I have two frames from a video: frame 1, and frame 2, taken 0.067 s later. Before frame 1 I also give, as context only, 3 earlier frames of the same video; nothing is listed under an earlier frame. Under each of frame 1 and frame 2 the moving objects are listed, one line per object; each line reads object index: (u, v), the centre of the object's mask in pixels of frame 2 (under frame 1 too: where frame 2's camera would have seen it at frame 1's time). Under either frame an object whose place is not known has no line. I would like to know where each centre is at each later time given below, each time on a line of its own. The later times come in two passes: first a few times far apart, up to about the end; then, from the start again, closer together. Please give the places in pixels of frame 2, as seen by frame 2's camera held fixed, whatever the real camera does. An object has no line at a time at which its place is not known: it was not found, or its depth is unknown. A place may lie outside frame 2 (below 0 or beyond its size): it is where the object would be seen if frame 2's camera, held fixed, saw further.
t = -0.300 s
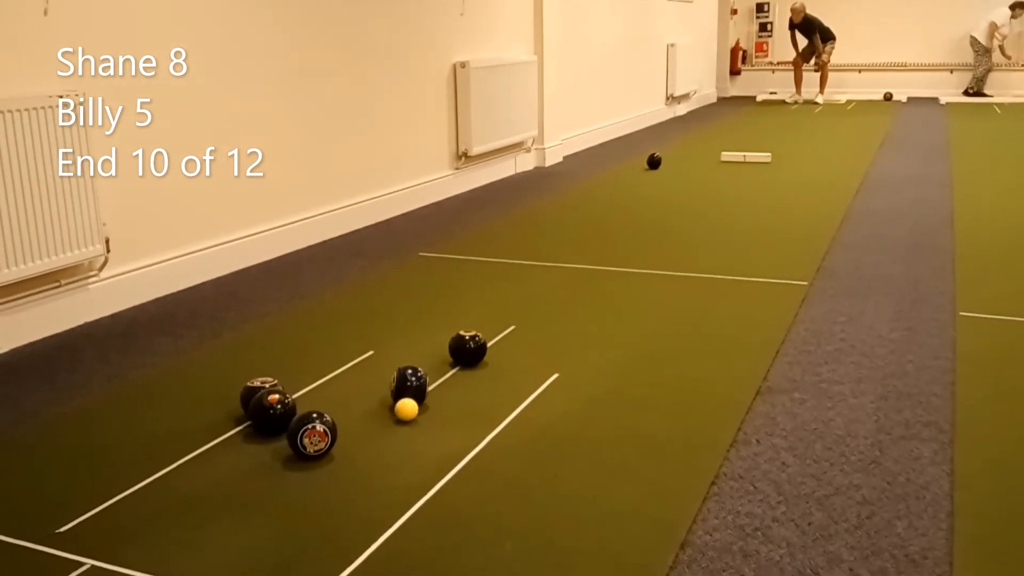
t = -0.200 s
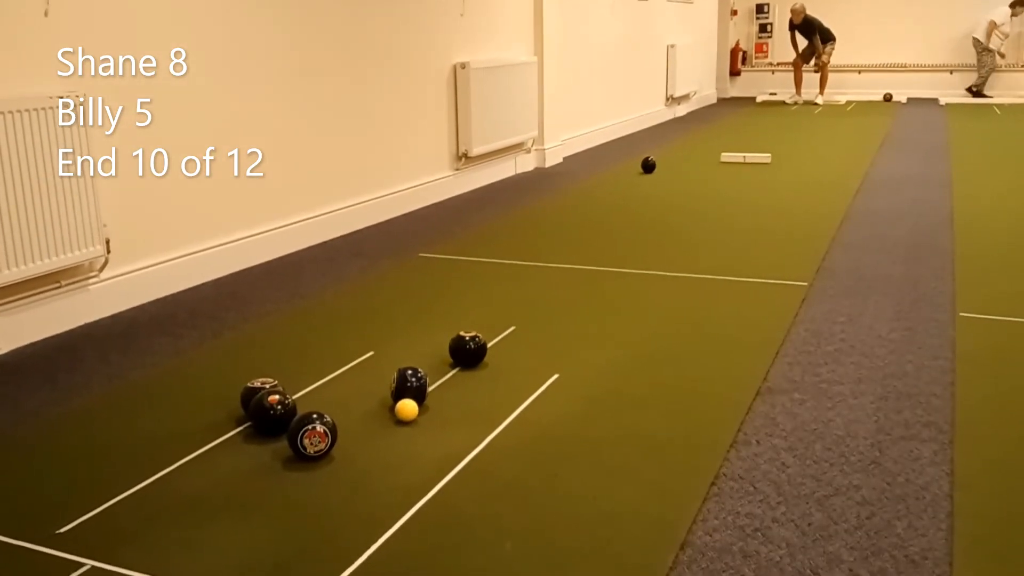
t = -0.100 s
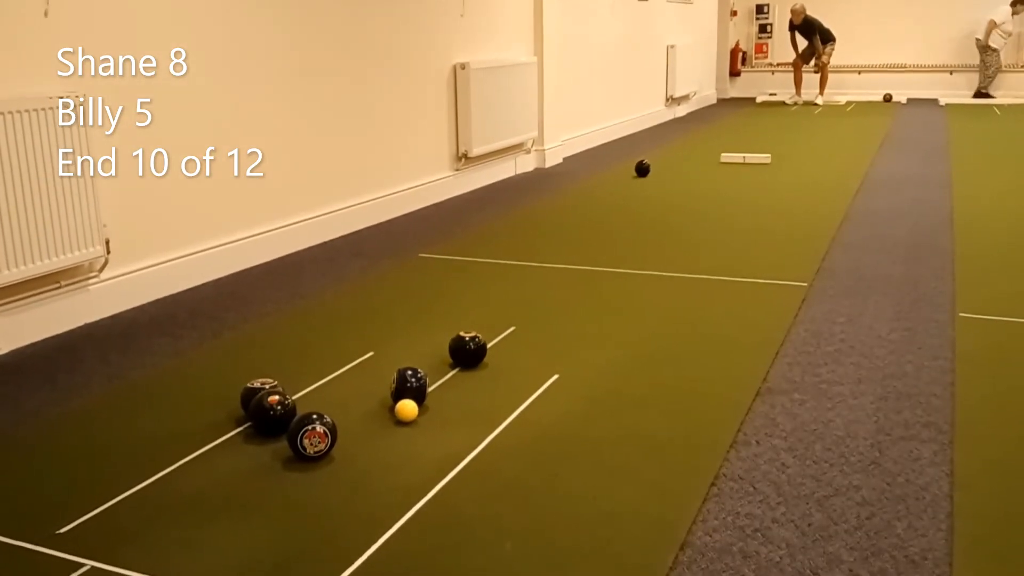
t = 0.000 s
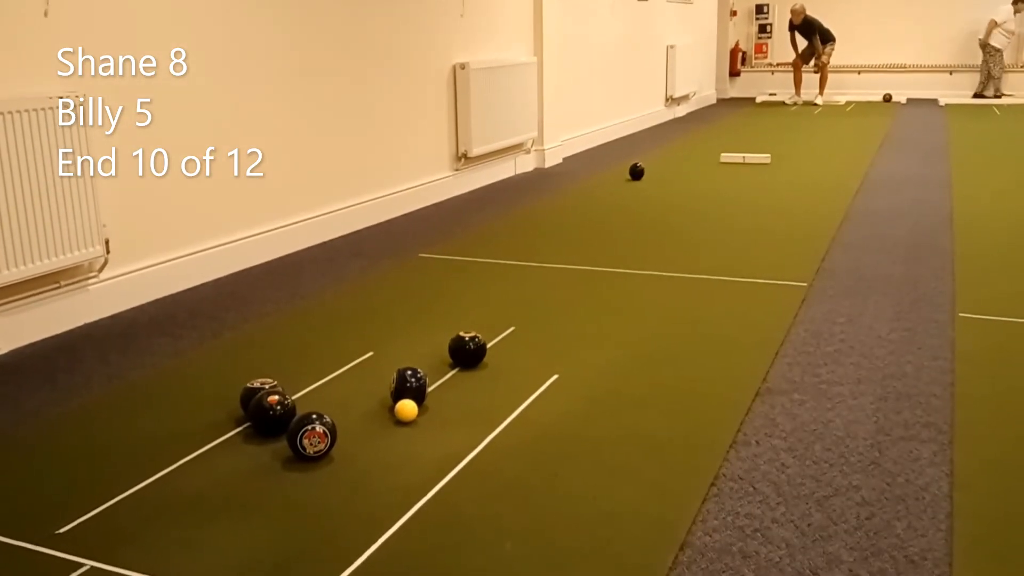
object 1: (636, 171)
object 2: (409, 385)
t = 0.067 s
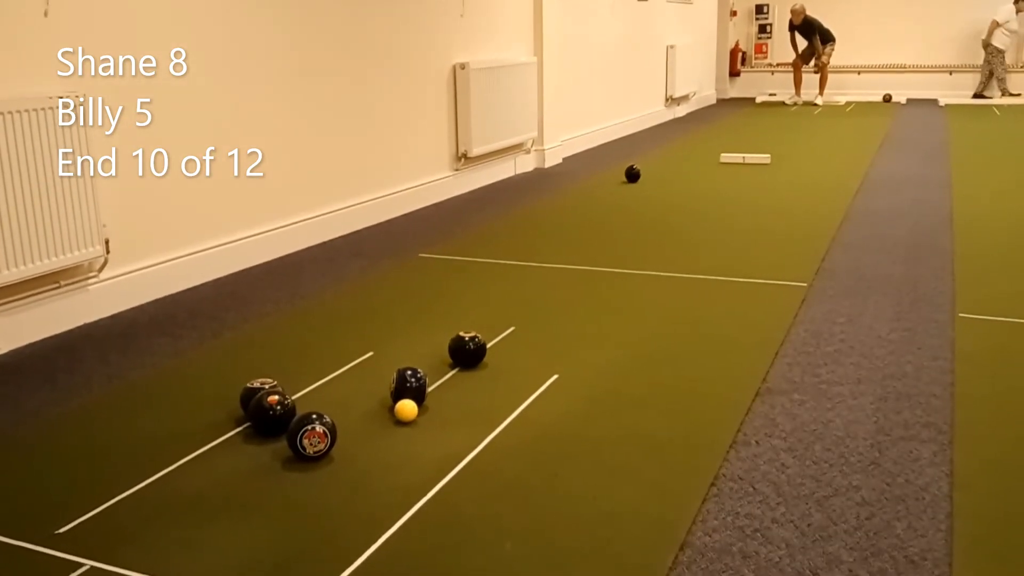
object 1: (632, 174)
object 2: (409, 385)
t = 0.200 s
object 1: (625, 178)
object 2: (409, 385)
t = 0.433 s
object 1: (611, 186)
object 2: (409, 385)
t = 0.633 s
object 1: (598, 193)
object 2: (409, 385)
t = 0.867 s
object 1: (583, 201)
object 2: (409, 385)
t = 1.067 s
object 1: (570, 209)
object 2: (409, 384)
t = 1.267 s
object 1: (557, 218)
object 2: (409, 385)
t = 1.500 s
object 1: (544, 226)
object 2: (409, 384)
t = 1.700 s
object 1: (531, 236)
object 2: (409, 385)
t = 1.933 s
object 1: (517, 247)
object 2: (409, 384)
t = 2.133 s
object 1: (504, 258)
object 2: (409, 384)
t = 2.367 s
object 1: (489, 272)
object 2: (409, 385)
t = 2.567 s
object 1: (476, 282)
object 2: (409, 385)
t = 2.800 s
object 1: (461, 296)
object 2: (409, 385)
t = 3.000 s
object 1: (449, 309)
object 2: (409, 385)
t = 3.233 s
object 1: (434, 324)
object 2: (409, 385)
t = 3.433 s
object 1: (422, 337)
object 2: (409, 385)
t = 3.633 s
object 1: (410, 349)
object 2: (409, 384)
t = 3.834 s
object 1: (395, 359)
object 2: (409, 384)
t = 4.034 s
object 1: (380, 377)
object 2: (411, 385)
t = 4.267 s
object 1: (359, 388)
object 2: (425, 390)
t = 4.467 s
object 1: (338, 395)
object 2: (439, 392)
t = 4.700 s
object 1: (320, 398)
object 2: (452, 389)
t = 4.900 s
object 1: (320, 402)
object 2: (448, 388)
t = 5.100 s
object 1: (327, 407)
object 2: (437, 390)
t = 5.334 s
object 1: (334, 411)
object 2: (438, 391)
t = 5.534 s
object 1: (331, 409)
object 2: (444, 390)
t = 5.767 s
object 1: (323, 404)
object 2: (443, 390)
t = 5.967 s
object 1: (325, 405)
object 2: (441, 390)
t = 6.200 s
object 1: (329, 407)
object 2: (441, 390)
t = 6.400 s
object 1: (330, 407)
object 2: (441, 390)
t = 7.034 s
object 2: (441, 390)
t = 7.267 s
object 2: (441, 390)
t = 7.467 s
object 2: (441, 390)
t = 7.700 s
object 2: (441, 390)
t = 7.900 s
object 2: (441, 390)
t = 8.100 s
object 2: (441, 390)
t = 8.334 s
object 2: (441, 390)
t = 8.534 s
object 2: (441, 390)
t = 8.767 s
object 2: (441, 390)
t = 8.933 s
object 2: (441, 390)
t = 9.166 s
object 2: (441, 390)
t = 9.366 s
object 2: (441, 390)
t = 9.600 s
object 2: (441, 390)
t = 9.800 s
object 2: (441, 390)
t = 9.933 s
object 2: (441, 390)
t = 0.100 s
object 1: (631, 175)
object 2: (409, 385)
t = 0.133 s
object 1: (629, 176)
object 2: (409, 385)
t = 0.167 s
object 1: (627, 177)
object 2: (409, 385)
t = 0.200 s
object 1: (625, 178)
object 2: (409, 385)
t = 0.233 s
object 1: (623, 179)
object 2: (409, 385)
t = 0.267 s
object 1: (621, 180)
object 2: (409, 385)
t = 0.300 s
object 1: (619, 181)
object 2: (409, 385)
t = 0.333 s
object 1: (617, 182)
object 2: (409, 385)
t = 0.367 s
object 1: (615, 183)
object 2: (409, 385)
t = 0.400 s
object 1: (613, 185)
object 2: (409, 385)
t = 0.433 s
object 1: (611, 186)
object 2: (409, 385)
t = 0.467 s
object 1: (609, 187)
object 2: (409, 385)
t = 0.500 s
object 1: (607, 188)
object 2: (409, 385)
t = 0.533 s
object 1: (605, 189)
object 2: (409, 385)
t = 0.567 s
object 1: (602, 190)
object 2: (409, 385)
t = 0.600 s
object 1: (600, 192)
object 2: (409, 385)
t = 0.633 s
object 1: (598, 193)
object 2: (409, 385)
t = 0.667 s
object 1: (596, 194)
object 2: (409, 385)
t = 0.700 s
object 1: (594, 195)
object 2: (409, 385)
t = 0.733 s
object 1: (592, 196)
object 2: (409, 385)
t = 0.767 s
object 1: (590, 198)
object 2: (409, 385)
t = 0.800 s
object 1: (587, 199)
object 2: (409, 385)
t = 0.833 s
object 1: (585, 200)
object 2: (409, 385)
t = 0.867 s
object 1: (583, 201)
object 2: (409, 385)
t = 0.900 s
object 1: (581, 203)
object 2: (409, 385)
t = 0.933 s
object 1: (579, 204)
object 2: (409, 385)
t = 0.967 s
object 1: (576, 205)
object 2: (409, 385)
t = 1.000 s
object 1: (574, 206)
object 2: (409, 385)
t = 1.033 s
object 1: (572, 208)
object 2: (409, 385)
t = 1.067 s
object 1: (570, 209)
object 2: (409, 384)
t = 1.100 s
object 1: (568, 210)
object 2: (409, 385)
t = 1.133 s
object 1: (565, 212)
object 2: (409, 385)
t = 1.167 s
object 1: (563, 213)
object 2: (409, 385)
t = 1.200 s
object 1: (561, 215)
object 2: (409, 385)
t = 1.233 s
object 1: (559, 216)
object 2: (409, 385)
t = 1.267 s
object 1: (557, 218)
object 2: (409, 385)
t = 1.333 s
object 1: (555, 219)
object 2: (409, 385)
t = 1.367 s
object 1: (553, 221)
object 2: (409, 385)
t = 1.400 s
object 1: (551, 222)
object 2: (409, 385)
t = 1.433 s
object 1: (548, 223)
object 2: (409, 385)
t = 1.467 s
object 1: (546, 225)
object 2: (409, 385)
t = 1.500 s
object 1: (544, 226)
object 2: (409, 384)
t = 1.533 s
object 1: (542, 228)
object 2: (409, 385)
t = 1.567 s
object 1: (540, 230)
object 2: (409, 385)
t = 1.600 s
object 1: (538, 231)
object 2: (409, 385)
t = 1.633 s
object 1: (536, 233)
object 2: (409, 385)
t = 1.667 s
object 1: (534, 234)
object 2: (409, 385)
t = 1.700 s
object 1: (531, 236)
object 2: (409, 385)
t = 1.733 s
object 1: (530, 237)
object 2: (409, 385)
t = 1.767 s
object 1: (527, 239)
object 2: (409, 385)
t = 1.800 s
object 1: (525, 240)
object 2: (409, 385)
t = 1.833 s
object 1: (523, 242)
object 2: (409, 384)
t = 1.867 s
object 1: (522, 244)
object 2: (409, 384)
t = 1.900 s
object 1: (519, 246)
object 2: (409, 384)
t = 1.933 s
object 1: (517, 247)
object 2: (409, 384)
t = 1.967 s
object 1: (515, 249)
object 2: (409, 384)
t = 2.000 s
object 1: (513, 250)
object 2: (409, 384)
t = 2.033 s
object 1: (511, 252)
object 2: (409, 384)
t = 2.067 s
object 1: (508, 254)
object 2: (409, 385)
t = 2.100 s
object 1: (506, 256)
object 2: (409, 384)
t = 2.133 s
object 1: (504, 258)
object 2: (409, 384)
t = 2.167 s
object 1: (502, 259)
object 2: (409, 385)
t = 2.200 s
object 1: (501, 261)
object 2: (409, 385)
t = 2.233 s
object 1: (498, 263)
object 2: (409, 385)
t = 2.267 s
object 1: (496, 265)
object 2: (409, 385)
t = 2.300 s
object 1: (494, 267)
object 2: (409, 385)
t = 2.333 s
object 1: (491, 269)
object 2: (409, 385)
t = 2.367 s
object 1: (489, 272)
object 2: (409, 385)
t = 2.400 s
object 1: (486, 273)
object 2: (409, 385)
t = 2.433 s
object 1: (485, 275)
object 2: (409, 385)
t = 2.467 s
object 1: (482, 276)
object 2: (409, 385)
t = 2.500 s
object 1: (480, 278)
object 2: (409, 385)
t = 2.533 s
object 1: (479, 280)
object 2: (409, 385)
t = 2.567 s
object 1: (476, 282)
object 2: (409, 385)
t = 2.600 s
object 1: (474, 284)
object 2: (409, 385)
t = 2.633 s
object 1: (472, 286)
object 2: (409, 385)
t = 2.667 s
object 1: (470, 288)
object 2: (409, 385)
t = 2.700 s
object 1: (468, 290)
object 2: (409, 385)
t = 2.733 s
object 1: (465, 292)
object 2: (409, 385)
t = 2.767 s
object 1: (463, 294)
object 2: (409, 385)
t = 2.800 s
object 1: (461, 296)
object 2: (409, 385)
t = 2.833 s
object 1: (459, 298)
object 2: (409, 385)
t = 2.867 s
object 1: (457, 300)
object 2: (409, 385)
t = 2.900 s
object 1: (455, 302)
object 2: (409, 385)
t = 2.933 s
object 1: (453, 304)
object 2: (409, 385)
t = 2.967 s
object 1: (451, 306)
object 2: (409, 385)
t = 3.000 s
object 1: (449, 309)
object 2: (409, 385)
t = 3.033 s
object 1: (447, 311)
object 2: (409, 385)
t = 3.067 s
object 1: (444, 313)
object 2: (409, 385)
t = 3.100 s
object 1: (442, 315)
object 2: (409, 385)
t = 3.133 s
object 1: (440, 317)
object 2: (409, 385)
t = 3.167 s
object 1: (438, 319)
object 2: (409, 385)
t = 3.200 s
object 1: (436, 322)
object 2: (409, 385)
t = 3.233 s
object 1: (434, 324)
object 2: (409, 385)
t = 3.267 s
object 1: (432, 326)
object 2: (409, 385)
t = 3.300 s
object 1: (430, 328)
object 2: (409, 385)
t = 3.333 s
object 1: (428, 330)
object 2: (409, 385)
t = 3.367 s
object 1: (426, 333)
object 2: (409, 385)
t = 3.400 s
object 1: (424, 335)
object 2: (409, 385)
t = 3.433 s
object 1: (422, 337)
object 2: (409, 385)
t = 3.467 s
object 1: (420, 339)
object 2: (409, 385)
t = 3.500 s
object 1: (418, 342)
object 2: (409, 385)
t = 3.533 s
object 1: (416, 344)
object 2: (409, 384)
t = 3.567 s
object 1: (413, 346)
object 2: (409, 384)
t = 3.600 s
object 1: (412, 347)
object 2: (409, 384)
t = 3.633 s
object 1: (410, 349)
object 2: (409, 384)
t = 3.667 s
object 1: (407, 350)
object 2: (409, 384)
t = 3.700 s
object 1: (405, 352)
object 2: (409, 384)
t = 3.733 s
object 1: (403, 354)
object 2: (409, 384)
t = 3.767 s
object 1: (400, 355)
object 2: (409, 384)
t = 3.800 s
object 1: (397, 357)
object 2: (409, 384)
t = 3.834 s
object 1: (395, 359)
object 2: (409, 384)
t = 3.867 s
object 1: (392, 362)
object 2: (409, 384)
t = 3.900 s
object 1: (390, 365)
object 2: (409, 384)
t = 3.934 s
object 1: (387, 368)
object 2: (409, 384)
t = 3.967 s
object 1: (385, 371)
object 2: (409, 384)
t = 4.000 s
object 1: (382, 374)
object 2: (409, 384)
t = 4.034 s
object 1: (380, 377)
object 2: (411, 385)
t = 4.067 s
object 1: (378, 379)
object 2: (413, 386)
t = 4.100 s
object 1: (375, 381)
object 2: (415, 387)
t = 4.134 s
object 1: (372, 382)
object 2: (417, 387)
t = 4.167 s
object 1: (369, 384)
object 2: (419, 388)
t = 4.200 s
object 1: (366, 385)
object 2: (421, 389)
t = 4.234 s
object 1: (363, 387)
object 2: (423, 389)
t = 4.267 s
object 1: (359, 388)
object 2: (425, 390)
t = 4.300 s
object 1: (355, 390)
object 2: (426, 390)
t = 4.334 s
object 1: (351, 391)
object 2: (428, 391)
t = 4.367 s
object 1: (348, 393)
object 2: (431, 392)
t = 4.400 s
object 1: (344, 394)
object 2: (433, 392)
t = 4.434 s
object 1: (341, 394)
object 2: (436, 392)
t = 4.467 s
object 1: (338, 395)
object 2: (439, 392)
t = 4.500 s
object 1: (335, 396)
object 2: (442, 392)
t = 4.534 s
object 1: (331, 396)
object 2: (444, 391)
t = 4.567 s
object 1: (328, 397)
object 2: (447, 391)
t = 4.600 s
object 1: (325, 397)
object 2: (449, 390)
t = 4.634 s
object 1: (322, 398)
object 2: (450, 390)
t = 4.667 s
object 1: (319, 398)
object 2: (451, 389)
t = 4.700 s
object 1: (320, 398)
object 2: (452, 389)
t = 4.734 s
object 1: (319, 398)
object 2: (453, 388)
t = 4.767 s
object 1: (319, 399)
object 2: (453, 388)
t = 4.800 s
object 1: (319, 399)
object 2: (452, 388)
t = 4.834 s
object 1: (320, 400)
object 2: (451, 388)
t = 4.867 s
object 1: (320, 401)
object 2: (450, 388)
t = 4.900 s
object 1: (320, 402)
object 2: (448, 388)
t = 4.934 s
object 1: (320, 402)
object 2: (446, 389)
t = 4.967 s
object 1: (321, 403)
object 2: (444, 389)
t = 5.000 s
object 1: (322, 404)
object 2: (442, 389)
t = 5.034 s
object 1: (323, 405)
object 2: (440, 390)
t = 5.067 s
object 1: (325, 406)
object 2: (438, 390)
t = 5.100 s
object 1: (327, 407)
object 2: (437, 390)
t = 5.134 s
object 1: (329, 408)
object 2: (436, 390)
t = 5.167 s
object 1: (331, 410)
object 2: (435, 390)
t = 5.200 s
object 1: (332, 410)
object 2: (435, 391)
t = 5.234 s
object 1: (333, 411)
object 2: (435, 390)
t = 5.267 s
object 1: (333, 411)
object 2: (436, 391)
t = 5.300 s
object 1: (334, 411)
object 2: (437, 391)
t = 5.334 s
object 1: (334, 411)
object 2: (438, 391)
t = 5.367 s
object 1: (334, 411)
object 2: (439, 390)
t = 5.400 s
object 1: (334, 411)
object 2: (440, 390)
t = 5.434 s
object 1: (333, 410)
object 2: (441, 390)
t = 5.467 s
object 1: (333, 410)
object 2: (442, 390)
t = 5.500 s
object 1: (332, 409)
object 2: (443, 390)
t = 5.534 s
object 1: (331, 409)
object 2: (444, 390)
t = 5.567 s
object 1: (330, 408)
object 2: (444, 389)
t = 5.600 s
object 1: (329, 407)
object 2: (445, 389)
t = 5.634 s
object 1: (328, 406)
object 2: (445, 389)
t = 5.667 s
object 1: (326, 406)
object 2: (444, 390)
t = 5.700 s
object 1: (325, 405)
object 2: (444, 390)
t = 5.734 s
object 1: (324, 405)
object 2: (444, 390)
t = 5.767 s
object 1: (323, 404)
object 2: (443, 390)
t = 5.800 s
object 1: (323, 404)
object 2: (443, 390)
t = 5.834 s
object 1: (323, 404)
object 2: (442, 390)
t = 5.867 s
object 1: (323, 405)
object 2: (442, 390)
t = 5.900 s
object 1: (324, 405)
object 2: (442, 390)
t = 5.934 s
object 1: (324, 405)
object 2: (441, 390)
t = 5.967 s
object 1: (325, 405)
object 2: (441, 390)
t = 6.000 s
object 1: (326, 406)
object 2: (441, 390)
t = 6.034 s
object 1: (327, 406)
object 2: (441, 390)
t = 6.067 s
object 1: (327, 407)
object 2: (441, 390)
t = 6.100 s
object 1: (328, 407)
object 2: (441, 390)
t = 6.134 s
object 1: (328, 407)
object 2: (441, 390)
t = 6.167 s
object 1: (329, 407)
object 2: (441, 390)
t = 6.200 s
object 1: (329, 407)
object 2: (441, 390)
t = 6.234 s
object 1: (329, 408)
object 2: (441, 390)
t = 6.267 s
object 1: (329, 408)
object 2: (441, 390)
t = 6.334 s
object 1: (329, 407)
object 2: (441, 390)
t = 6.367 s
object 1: (328, 407)
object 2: (441, 390)
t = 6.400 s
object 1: (330, 407)
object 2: (441, 390)
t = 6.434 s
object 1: (332, 408)
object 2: (441, 391)
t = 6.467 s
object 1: (335, 410)
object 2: (441, 391)
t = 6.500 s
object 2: (441, 391)
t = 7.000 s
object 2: (441, 390)
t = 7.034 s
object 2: (441, 390)
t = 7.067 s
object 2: (441, 390)
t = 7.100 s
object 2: (441, 390)
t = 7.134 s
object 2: (441, 390)
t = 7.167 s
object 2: (441, 390)
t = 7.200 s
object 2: (441, 390)
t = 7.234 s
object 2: (441, 390)
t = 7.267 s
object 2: (441, 390)
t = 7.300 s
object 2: (441, 391)
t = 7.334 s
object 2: (441, 390)
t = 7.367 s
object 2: (441, 390)
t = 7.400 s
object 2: (441, 390)
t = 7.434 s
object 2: (441, 390)
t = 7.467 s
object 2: (441, 390)
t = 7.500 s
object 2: (441, 390)
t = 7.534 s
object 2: (441, 390)
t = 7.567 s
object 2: (441, 390)
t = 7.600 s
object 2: (441, 390)
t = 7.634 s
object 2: (441, 390)
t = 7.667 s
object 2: (441, 390)
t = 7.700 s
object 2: (441, 390)
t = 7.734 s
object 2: (441, 390)
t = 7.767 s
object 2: (441, 390)
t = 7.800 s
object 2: (441, 390)
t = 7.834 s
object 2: (441, 390)
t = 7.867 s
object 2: (441, 390)
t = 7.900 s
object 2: (441, 390)
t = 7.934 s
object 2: (441, 390)
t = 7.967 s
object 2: (441, 390)
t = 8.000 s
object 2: (441, 390)
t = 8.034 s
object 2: (441, 390)
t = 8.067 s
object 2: (441, 390)
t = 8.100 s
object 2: (441, 390)
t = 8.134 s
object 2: (441, 390)
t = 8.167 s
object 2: (441, 390)
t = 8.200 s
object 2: (441, 390)
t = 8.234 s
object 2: (441, 390)
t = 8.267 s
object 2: (441, 390)
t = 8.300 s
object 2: (441, 390)
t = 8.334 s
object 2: (441, 390)
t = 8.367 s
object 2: (441, 390)
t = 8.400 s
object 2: (441, 390)
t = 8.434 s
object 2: (441, 390)
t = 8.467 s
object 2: (441, 390)
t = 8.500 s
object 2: (441, 390)
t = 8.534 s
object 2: (441, 390)
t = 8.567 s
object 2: (441, 390)
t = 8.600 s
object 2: (441, 390)
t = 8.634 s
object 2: (441, 390)
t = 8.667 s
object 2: (441, 390)
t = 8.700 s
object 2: (441, 390)
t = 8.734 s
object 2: (441, 390)
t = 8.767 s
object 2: (441, 390)
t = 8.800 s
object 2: (441, 390)
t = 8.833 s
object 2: (441, 390)
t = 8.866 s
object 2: (441, 390)
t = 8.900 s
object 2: (441, 390)
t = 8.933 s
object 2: (441, 390)
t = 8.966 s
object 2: (441, 390)
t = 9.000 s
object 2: (441, 390)
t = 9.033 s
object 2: (441, 390)
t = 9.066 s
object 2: (441, 390)
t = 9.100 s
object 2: (441, 390)
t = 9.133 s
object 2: (441, 390)
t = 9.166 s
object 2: (441, 390)
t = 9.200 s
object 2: (441, 390)
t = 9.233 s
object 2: (441, 390)
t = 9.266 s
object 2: (441, 390)
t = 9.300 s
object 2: (441, 390)
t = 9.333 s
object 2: (441, 390)
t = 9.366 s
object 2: (441, 390)
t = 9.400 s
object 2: (441, 390)
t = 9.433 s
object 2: (441, 390)
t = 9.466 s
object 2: (441, 390)
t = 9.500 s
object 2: (441, 390)
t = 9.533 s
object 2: (441, 390)
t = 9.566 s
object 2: (441, 390)
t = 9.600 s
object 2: (441, 390)
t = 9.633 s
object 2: (441, 390)
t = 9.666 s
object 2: (441, 390)
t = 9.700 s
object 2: (441, 390)
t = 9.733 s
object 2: (441, 390)
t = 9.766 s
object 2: (441, 390)
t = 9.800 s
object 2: (441, 390)
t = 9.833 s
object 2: (441, 390)
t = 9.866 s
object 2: (441, 390)
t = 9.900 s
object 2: (441, 390)
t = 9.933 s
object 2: (441, 390)
